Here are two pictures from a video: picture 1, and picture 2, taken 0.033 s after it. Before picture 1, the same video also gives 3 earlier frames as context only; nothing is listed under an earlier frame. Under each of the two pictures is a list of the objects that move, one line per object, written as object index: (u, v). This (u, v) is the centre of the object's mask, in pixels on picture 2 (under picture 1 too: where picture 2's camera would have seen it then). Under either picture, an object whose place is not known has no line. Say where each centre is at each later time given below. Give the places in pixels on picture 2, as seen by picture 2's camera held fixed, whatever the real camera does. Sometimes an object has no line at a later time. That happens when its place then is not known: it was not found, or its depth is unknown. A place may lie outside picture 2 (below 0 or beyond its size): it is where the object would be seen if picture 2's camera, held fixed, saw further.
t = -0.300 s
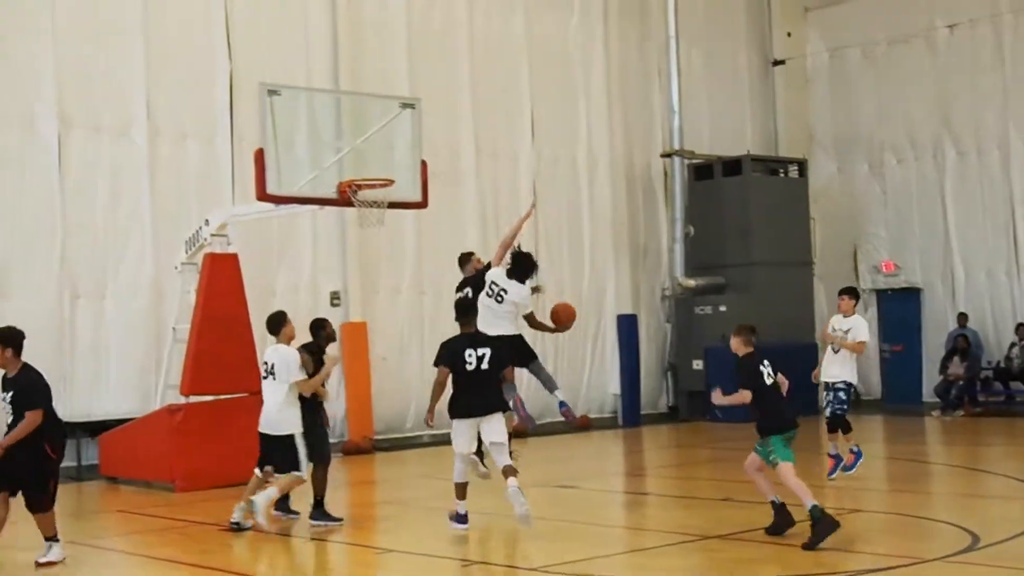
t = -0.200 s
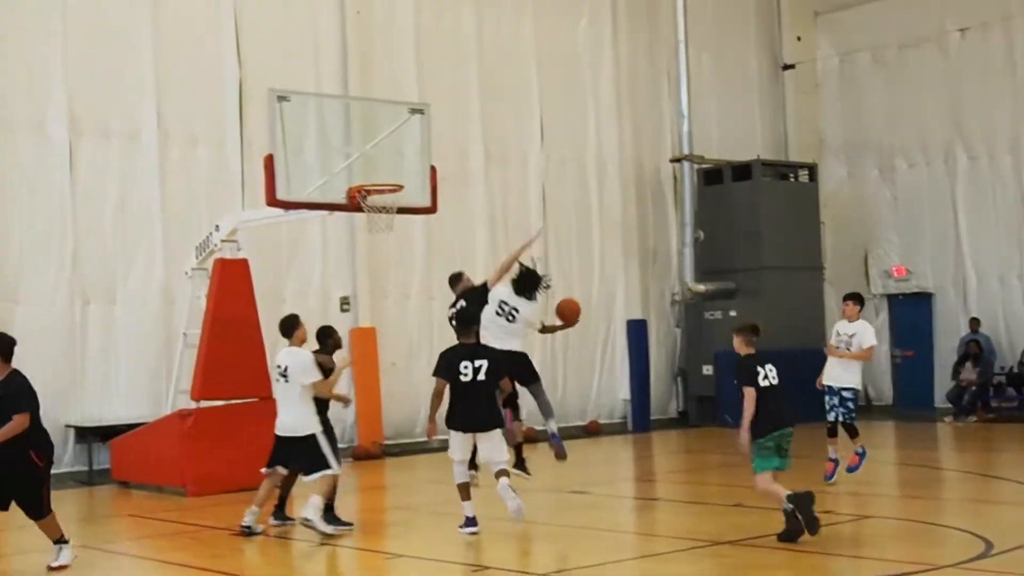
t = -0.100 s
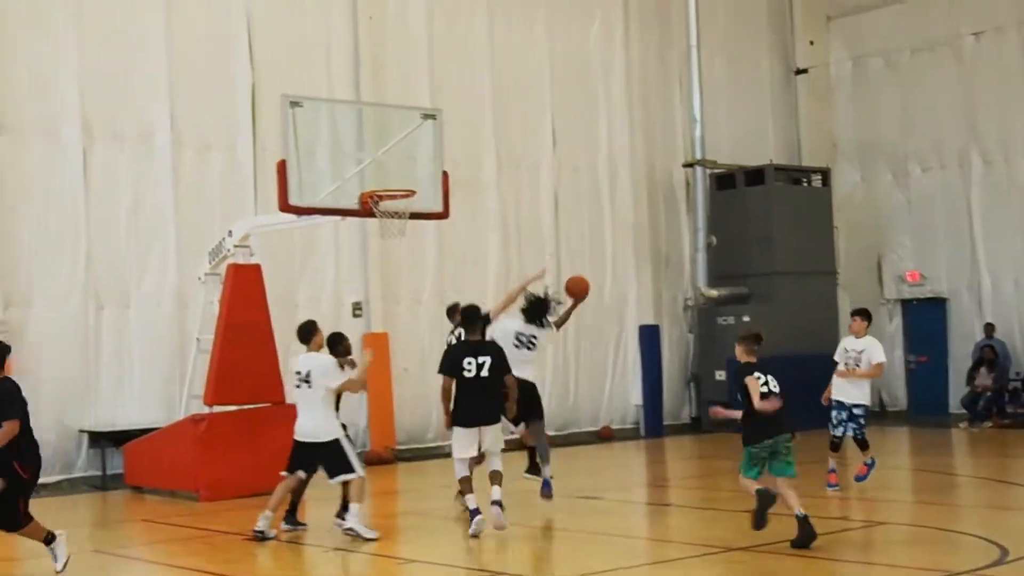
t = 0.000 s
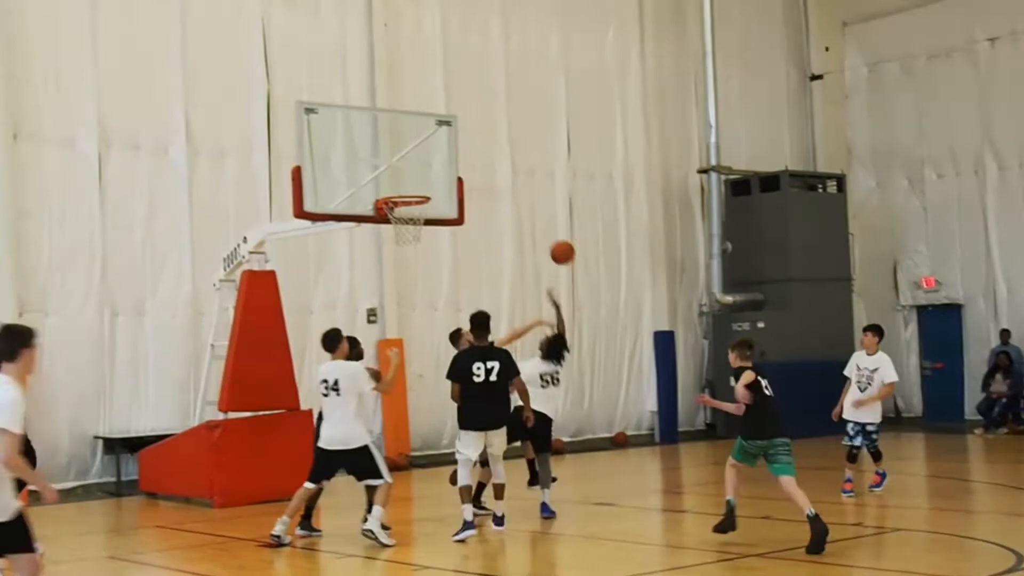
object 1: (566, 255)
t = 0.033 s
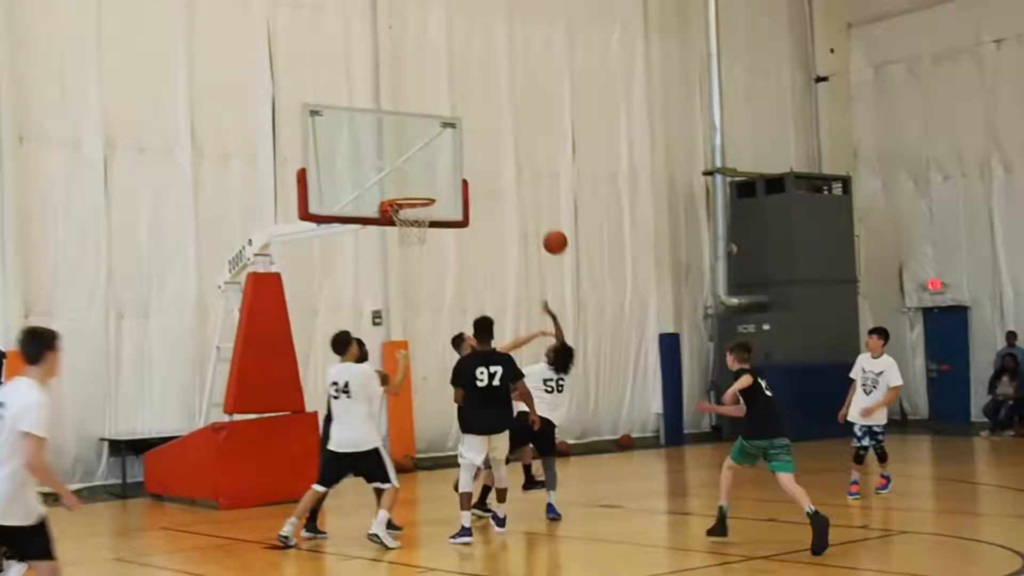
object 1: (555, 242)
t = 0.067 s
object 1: (542, 231)
